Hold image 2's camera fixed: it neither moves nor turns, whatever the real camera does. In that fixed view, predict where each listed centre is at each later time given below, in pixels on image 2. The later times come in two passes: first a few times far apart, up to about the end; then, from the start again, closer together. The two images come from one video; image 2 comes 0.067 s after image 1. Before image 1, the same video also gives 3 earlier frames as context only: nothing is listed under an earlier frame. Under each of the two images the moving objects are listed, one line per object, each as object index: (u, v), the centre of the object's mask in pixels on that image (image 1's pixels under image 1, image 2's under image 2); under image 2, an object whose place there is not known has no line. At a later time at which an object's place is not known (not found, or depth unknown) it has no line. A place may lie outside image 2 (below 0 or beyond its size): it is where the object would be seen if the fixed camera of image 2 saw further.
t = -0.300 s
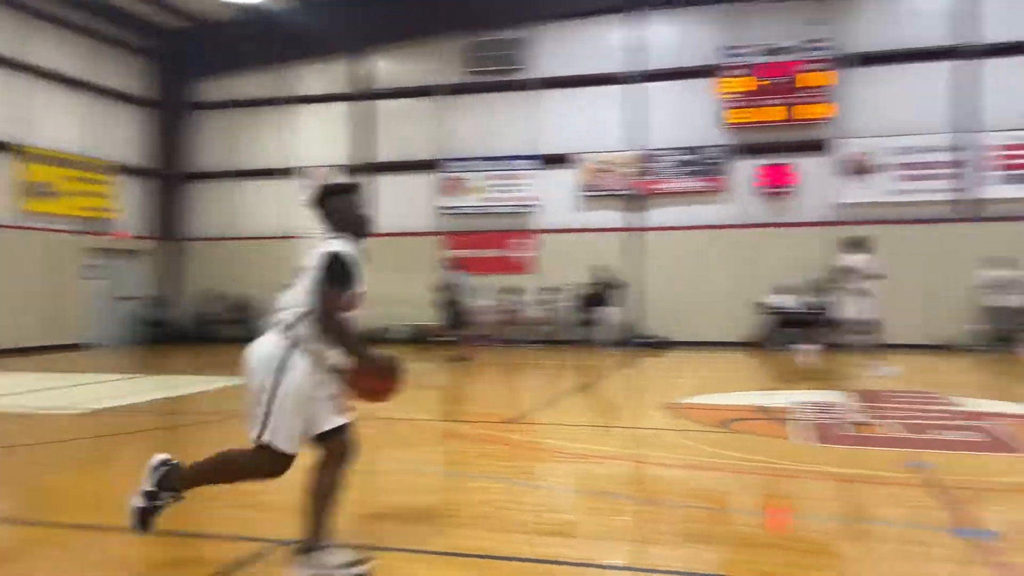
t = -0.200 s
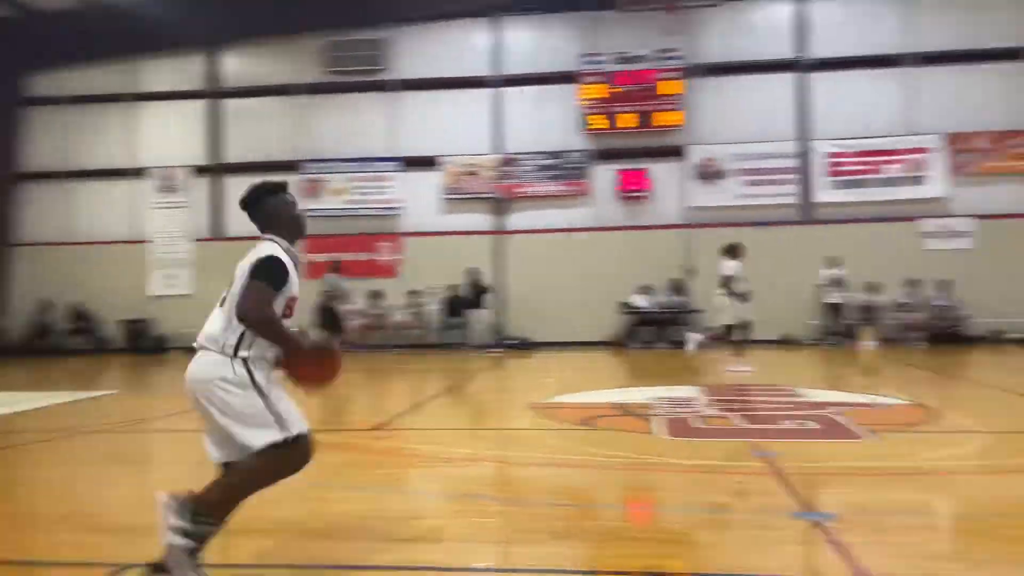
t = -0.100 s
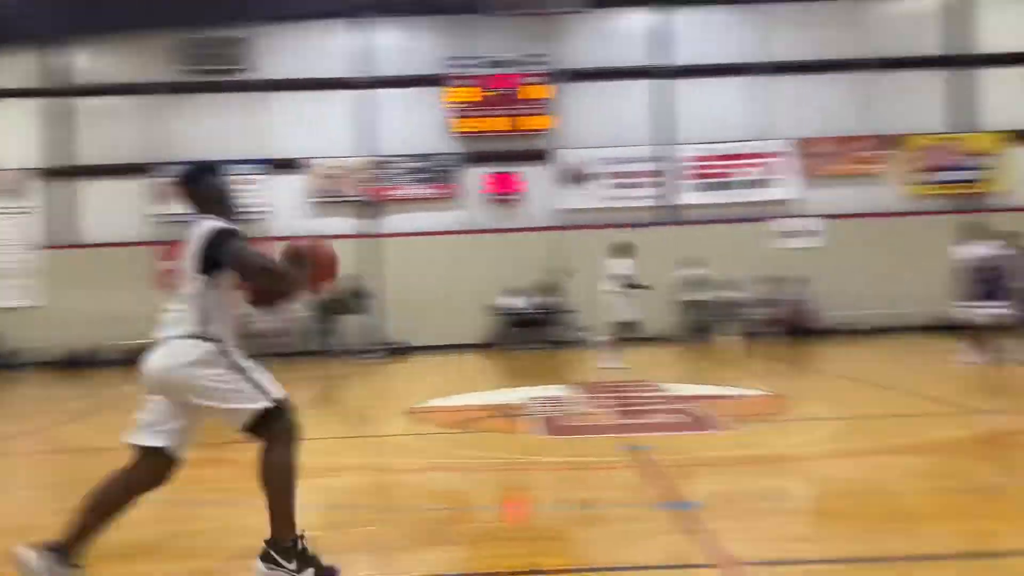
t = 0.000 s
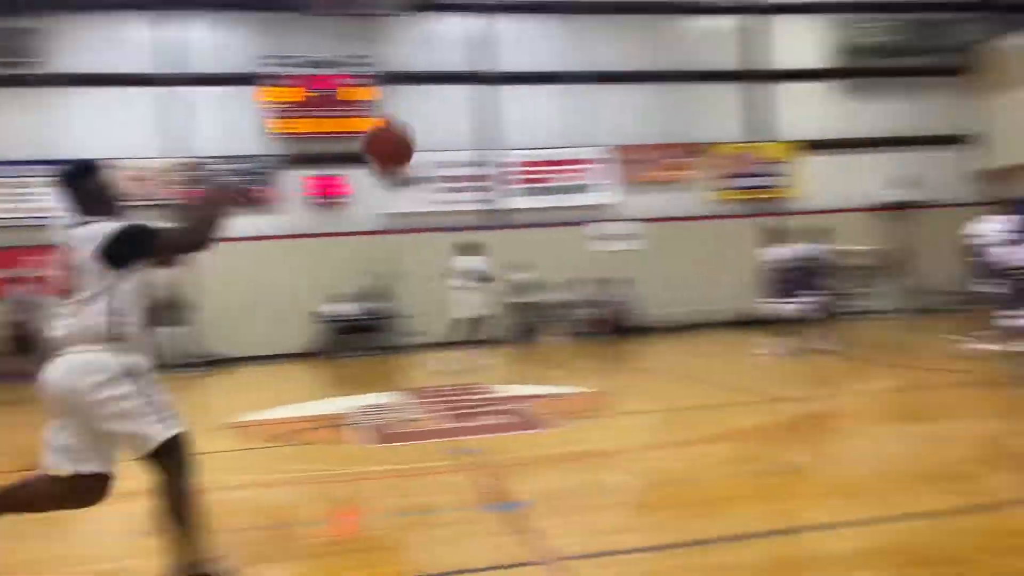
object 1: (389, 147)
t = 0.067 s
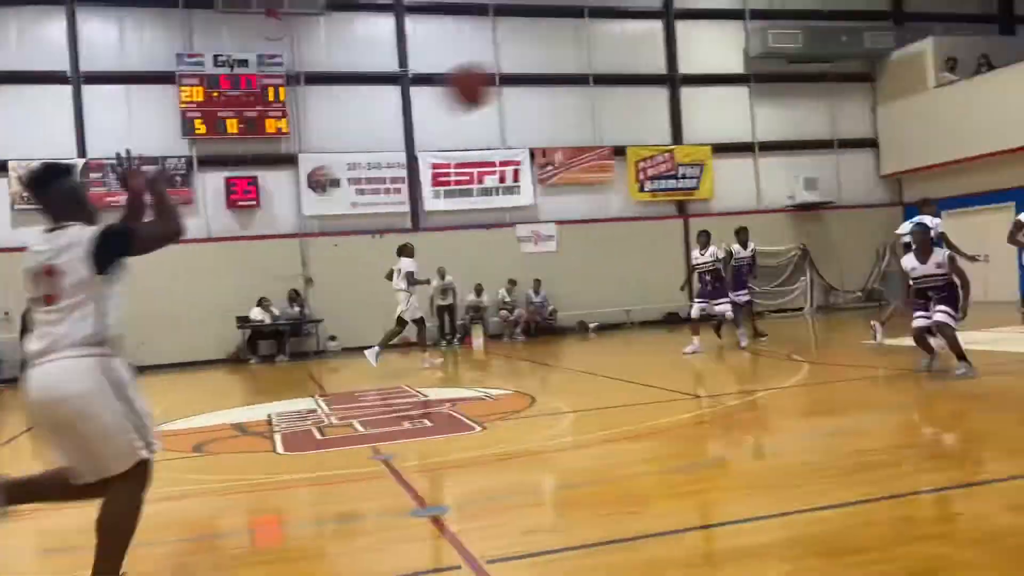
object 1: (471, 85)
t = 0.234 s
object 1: (751, 4)
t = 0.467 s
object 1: (1017, -30)
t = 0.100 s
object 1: (538, 64)
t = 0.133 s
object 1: (596, 45)
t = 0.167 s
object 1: (651, 29)
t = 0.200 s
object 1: (703, 14)
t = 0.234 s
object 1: (751, 4)
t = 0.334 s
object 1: (880, -16)
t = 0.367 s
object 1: (915, -24)
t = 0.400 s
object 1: (951, -29)
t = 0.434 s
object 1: (986, -29)
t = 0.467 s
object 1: (1017, -30)
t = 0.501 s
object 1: (1048, -29)
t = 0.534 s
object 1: (1076, -28)
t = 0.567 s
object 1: (1103, -24)
